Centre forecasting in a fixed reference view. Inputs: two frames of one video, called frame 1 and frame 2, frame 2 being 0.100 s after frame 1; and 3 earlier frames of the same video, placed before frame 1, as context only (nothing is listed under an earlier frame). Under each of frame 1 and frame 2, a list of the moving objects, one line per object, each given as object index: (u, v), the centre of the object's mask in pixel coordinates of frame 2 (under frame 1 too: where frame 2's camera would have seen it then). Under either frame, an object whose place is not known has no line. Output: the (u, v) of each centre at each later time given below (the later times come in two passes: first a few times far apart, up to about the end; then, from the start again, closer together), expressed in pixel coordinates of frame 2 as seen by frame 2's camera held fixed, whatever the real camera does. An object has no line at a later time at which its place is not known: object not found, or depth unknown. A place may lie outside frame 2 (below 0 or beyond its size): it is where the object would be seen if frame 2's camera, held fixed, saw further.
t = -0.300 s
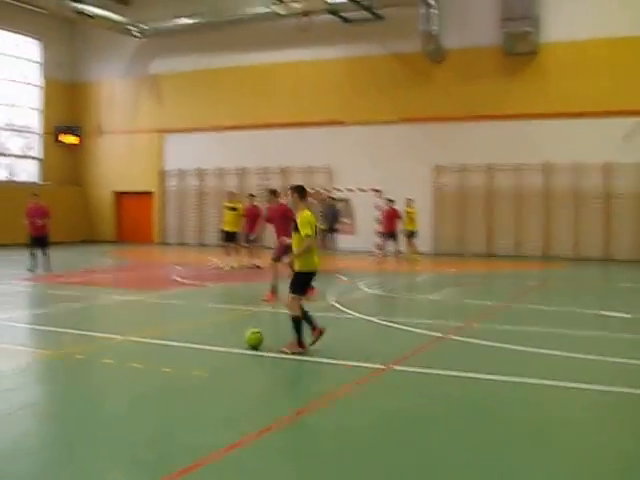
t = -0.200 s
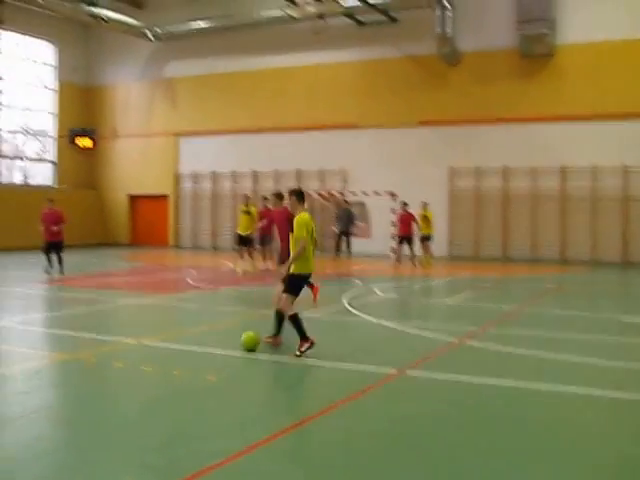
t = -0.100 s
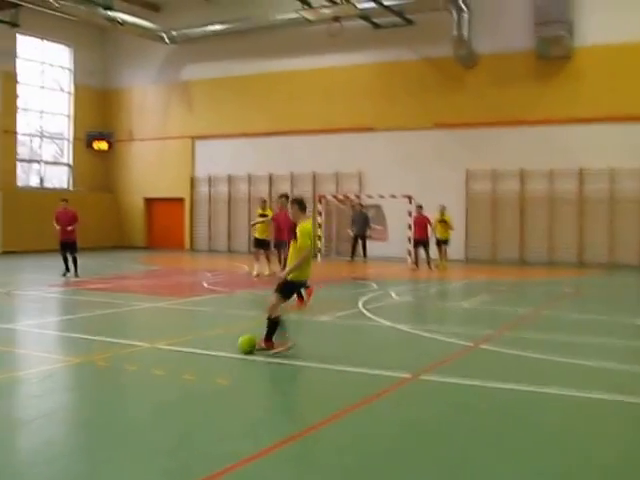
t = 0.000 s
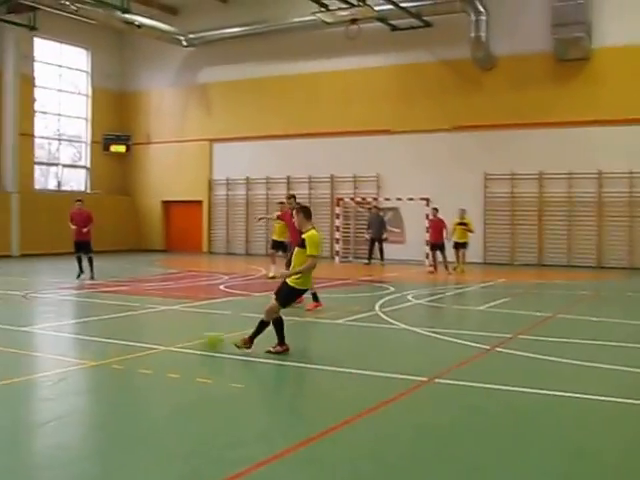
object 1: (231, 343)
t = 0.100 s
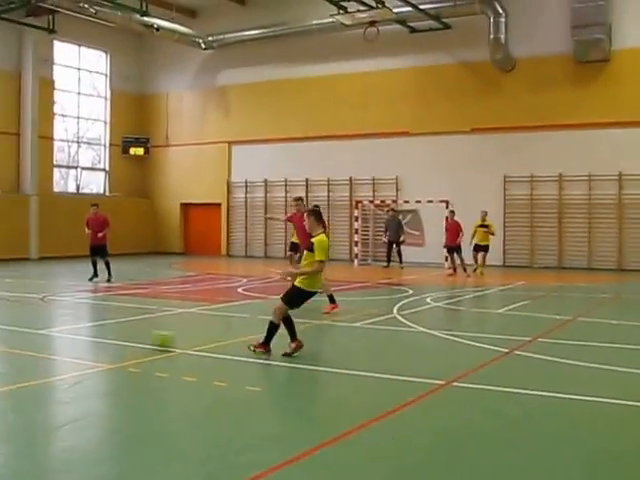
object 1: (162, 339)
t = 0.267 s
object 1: (68, 334)
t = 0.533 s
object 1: (-45, 328)
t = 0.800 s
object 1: (-129, 323)
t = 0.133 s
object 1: (142, 338)
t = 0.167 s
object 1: (122, 339)
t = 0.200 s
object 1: (103, 335)
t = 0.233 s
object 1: (86, 335)
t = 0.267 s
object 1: (68, 334)
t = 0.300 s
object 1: (51, 332)
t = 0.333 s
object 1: (37, 333)
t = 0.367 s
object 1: (23, 331)
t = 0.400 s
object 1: (7, 330)
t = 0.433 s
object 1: (-6, 330)
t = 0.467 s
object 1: (-20, 329)
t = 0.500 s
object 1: (-33, 329)
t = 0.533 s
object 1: (-45, 328)
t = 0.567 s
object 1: (-57, 327)
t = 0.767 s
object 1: (-119, 323)
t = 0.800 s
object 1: (-129, 323)
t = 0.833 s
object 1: (-138, 322)
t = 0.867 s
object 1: (-147, 322)
